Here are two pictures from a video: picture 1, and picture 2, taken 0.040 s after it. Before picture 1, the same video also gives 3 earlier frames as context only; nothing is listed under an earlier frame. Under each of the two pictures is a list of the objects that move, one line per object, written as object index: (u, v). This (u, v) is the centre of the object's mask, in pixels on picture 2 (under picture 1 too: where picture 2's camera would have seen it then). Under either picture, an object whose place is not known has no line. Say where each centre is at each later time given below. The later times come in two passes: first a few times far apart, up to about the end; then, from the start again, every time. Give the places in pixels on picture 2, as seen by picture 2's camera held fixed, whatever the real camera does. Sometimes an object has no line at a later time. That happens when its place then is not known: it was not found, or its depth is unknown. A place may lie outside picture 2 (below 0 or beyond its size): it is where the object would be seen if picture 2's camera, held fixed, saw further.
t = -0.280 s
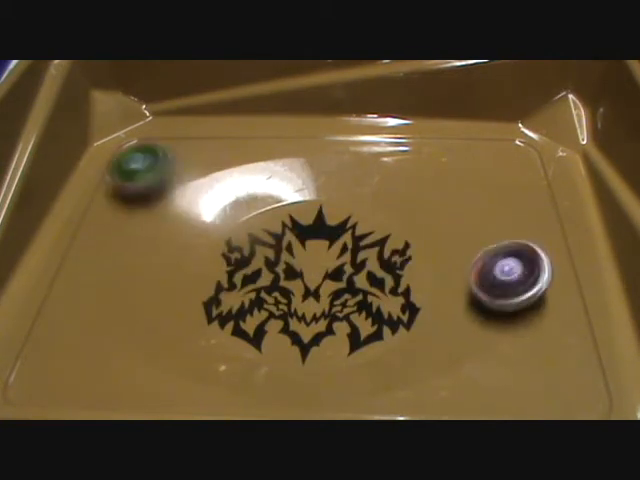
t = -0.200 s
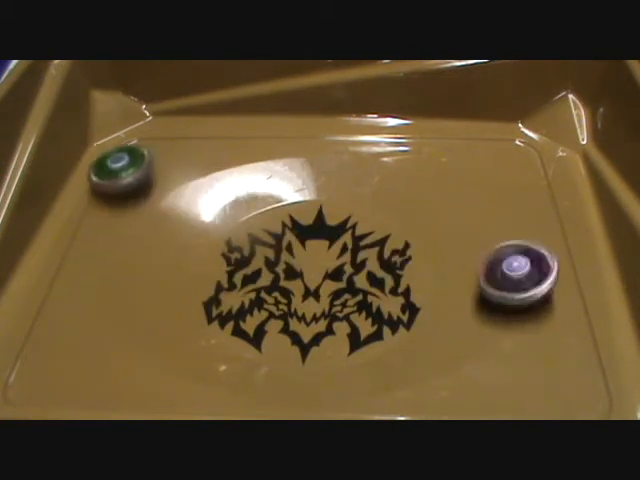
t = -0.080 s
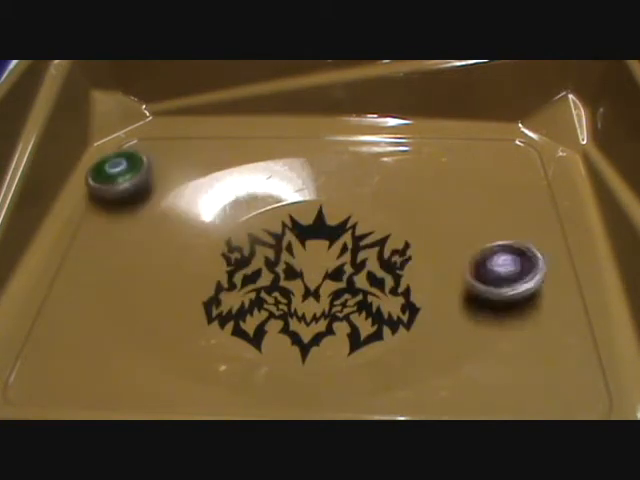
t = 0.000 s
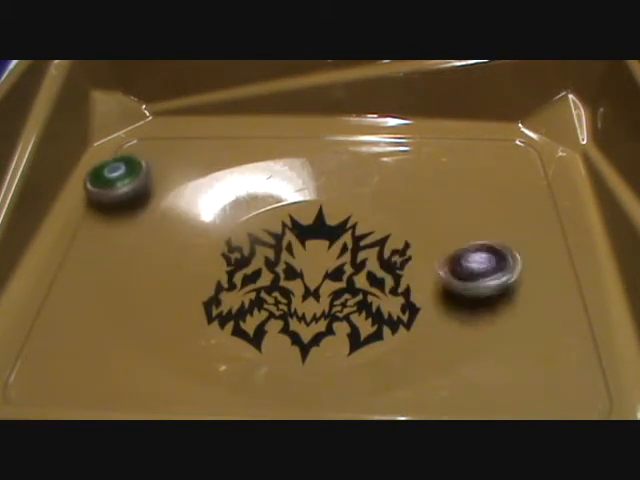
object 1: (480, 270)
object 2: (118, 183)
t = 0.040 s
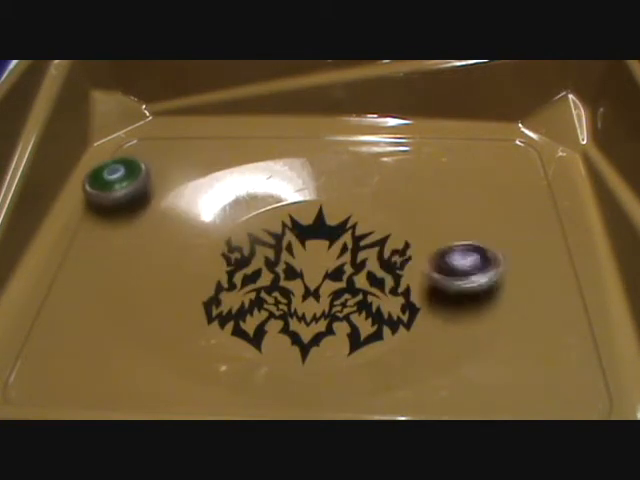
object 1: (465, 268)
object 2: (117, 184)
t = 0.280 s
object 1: (388, 250)
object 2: (111, 196)
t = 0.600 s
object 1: (345, 197)
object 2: (105, 212)
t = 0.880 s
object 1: (317, 185)
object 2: (111, 228)
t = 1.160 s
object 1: (346, 216)
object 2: (180, 267)
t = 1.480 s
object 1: (335, 268)
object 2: (243, 273)
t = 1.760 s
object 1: (364, 302)
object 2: (169, 252)
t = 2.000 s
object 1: (339, 309)
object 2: (206, 272)
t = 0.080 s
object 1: (449, 266)
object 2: (116, 186)
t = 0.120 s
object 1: (436, 264)
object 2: (115, 188)
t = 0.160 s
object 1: (422, 261)
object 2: (114, 191)
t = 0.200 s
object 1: (412, 259)
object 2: (113, 192)
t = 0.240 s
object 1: (399, 255)
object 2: (112, 194)
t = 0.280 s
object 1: (388, 250)
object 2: (111, 196)
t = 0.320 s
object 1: (379, 246)
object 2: (110, 198)
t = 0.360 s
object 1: (371, 240)
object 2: (109, 201)
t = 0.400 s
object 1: (363, 234)
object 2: (108, 203)
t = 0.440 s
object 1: (356, 227)
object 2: (107, 204)
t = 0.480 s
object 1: (352, 219)
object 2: (106, 207)
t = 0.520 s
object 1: (349, 212)
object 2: (106, 209)
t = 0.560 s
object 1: (347, 205)
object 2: (105, 211)
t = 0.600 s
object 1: (345, 197)
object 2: (105, 212)
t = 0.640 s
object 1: (346, 190)
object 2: (105, 215)
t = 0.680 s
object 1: (346, 183)
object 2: (105, 217)
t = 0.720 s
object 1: (339, 179)
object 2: (106, 218)
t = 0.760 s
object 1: (333, 177)
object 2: (107, 220)
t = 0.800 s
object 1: (327, 176)
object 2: (108, 223)
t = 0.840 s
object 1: (322, 180)
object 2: (108, 225)
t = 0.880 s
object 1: (317, 185)
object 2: (111, 228)
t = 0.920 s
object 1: (316, 189)
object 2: (115, 233)
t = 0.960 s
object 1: (321, 192)
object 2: (122, 237)
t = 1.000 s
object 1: (328, 196)
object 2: (131, 245)
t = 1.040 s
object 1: (333, 200)
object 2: (141, 250)
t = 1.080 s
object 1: (339, 205)
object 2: (152, 256)
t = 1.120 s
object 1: (343, 210)
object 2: (167, 261)
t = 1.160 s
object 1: (346, 216)
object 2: (180, 267)
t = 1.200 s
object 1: (348, 223)
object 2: (197, 271)
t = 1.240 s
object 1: (349, 230)
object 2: (212, 273)
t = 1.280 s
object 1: (349, 236)
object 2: (222, 274)
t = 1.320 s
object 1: (350, 242)
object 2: (229, 274)
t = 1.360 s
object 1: (347, 249)
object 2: (233, 275)
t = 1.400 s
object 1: (345, 256)
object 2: (236, 275)
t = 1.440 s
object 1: (340, 261)
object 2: (240, 274)
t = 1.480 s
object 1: (335, 268)
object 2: (243, 273)
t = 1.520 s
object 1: (329, 272)
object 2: (246, 273)
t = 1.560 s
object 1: (345, 284)
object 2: (229, 271)
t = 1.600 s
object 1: (357, 288)
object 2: (202, 262)
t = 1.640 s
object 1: (367, 292)
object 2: (183, 256)
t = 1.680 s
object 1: (369, 295)
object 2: (172, 250)
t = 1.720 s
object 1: (367, 298)
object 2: (168, 249)
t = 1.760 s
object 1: (364, 302)
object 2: (169, 252)
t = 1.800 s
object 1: (360, 304)
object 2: (173, 256)
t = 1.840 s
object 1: (357, 306)
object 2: (179, 260)
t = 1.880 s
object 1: (354, 308)
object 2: (186, 265)
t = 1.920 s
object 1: (349, 309)
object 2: (195, 268)
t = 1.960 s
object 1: (343, 309)
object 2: (202, 271)
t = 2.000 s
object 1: (339, 309)
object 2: (206, 272)
